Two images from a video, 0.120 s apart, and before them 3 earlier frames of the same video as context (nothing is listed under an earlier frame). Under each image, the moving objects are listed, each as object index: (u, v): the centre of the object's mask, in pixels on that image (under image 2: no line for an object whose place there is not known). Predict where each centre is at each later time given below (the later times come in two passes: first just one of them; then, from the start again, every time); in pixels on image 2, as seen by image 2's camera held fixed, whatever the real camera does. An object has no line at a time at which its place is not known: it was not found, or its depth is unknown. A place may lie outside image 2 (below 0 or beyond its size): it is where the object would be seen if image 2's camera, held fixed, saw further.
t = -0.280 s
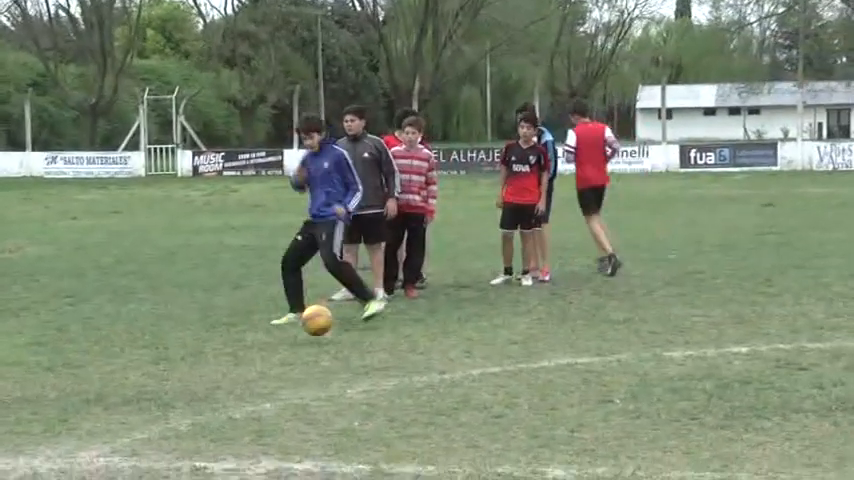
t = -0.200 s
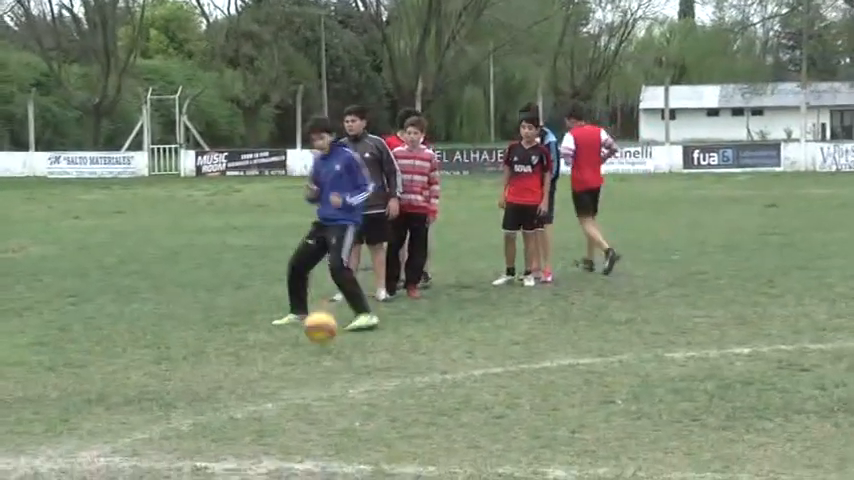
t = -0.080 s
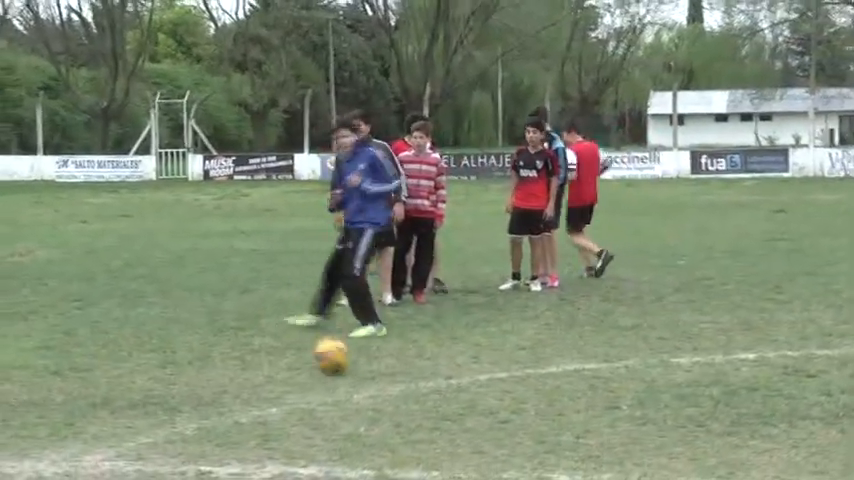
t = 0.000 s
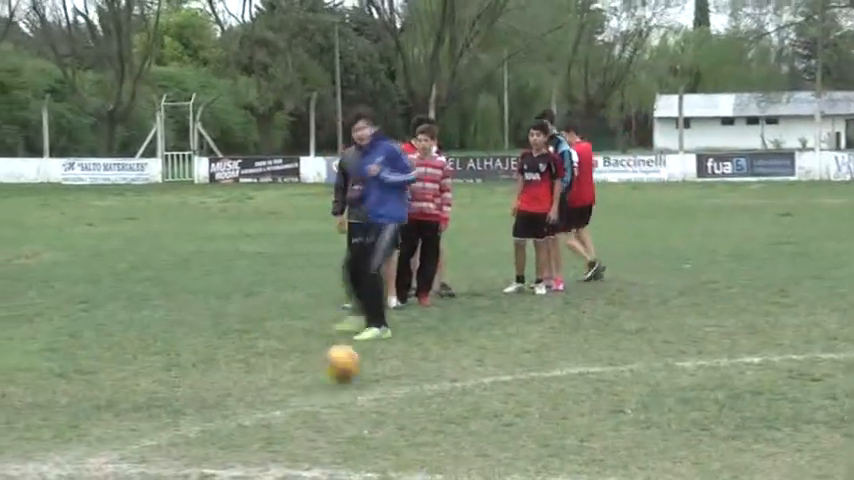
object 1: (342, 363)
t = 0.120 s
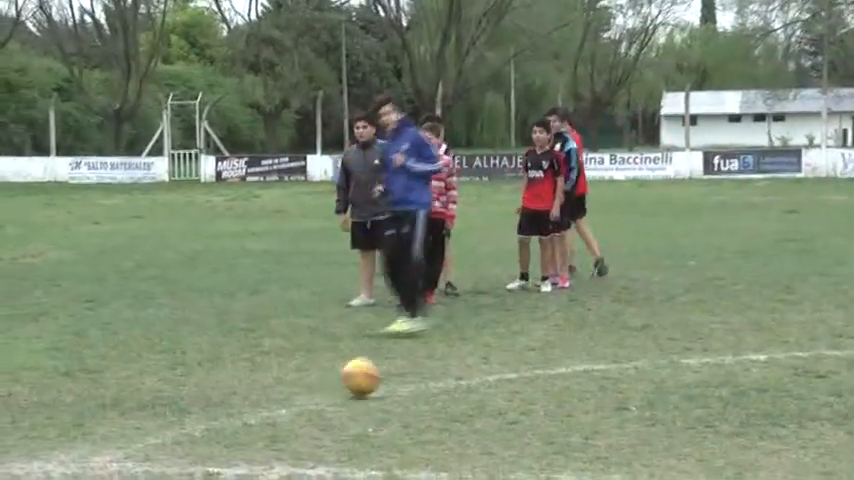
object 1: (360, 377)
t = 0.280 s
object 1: (380, 389)
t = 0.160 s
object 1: (365, 376)
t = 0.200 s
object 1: (369, 378)
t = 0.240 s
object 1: (375, 382)
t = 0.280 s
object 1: (380, 389)
